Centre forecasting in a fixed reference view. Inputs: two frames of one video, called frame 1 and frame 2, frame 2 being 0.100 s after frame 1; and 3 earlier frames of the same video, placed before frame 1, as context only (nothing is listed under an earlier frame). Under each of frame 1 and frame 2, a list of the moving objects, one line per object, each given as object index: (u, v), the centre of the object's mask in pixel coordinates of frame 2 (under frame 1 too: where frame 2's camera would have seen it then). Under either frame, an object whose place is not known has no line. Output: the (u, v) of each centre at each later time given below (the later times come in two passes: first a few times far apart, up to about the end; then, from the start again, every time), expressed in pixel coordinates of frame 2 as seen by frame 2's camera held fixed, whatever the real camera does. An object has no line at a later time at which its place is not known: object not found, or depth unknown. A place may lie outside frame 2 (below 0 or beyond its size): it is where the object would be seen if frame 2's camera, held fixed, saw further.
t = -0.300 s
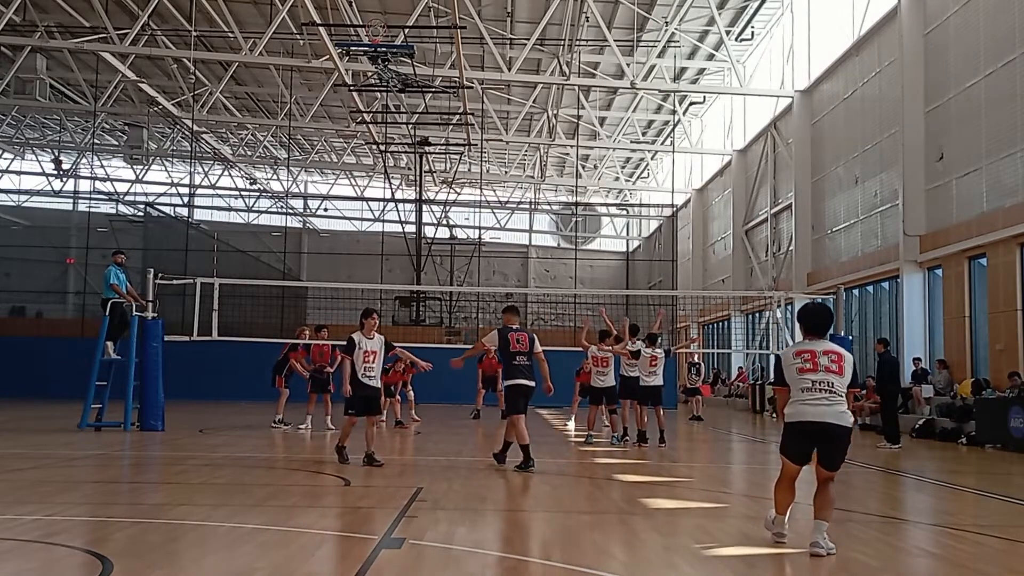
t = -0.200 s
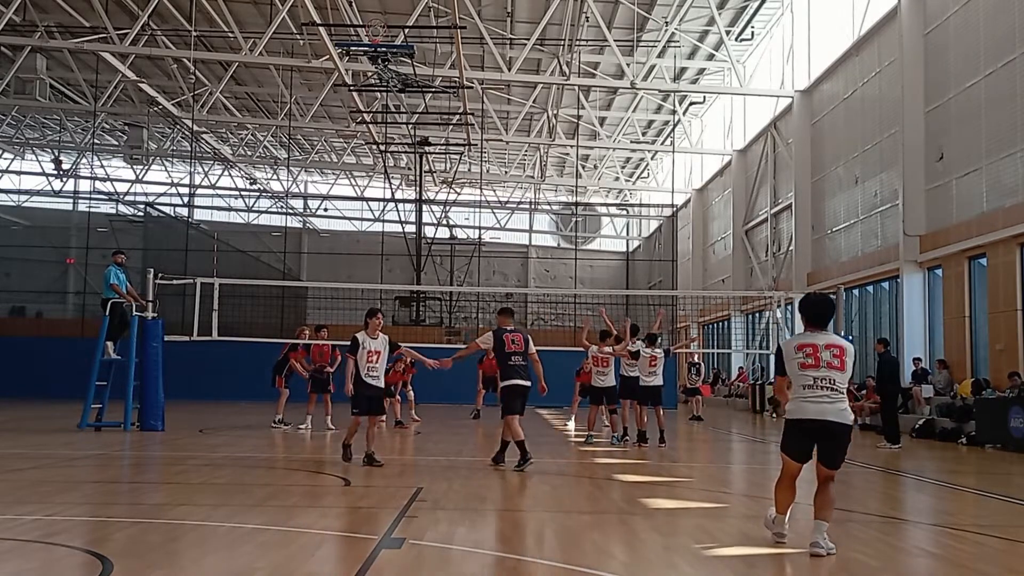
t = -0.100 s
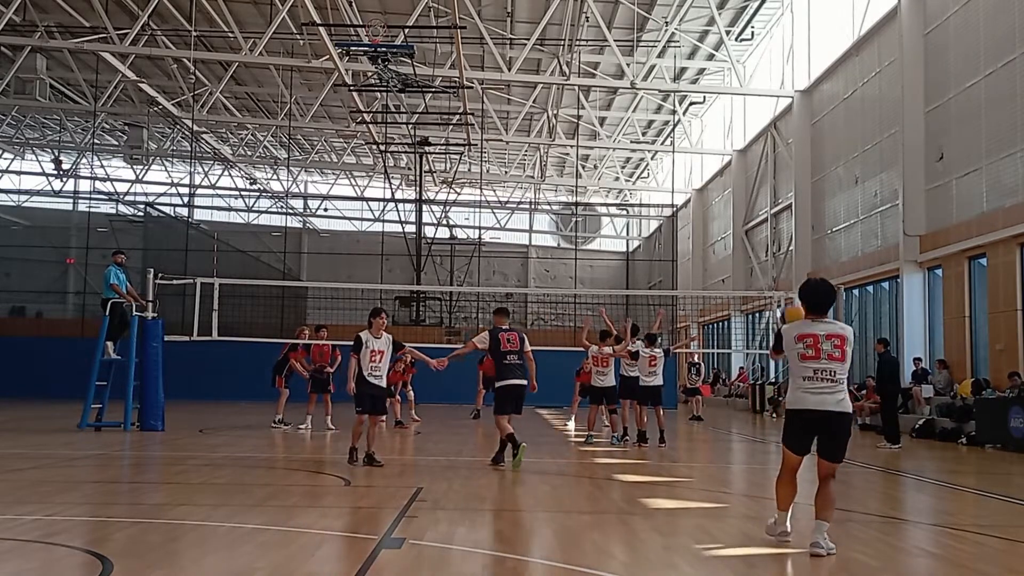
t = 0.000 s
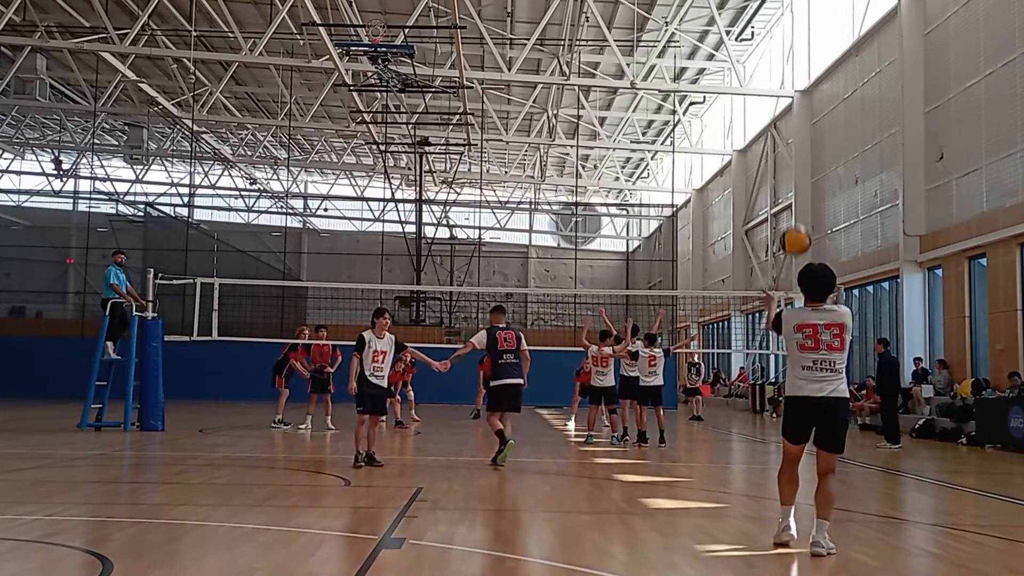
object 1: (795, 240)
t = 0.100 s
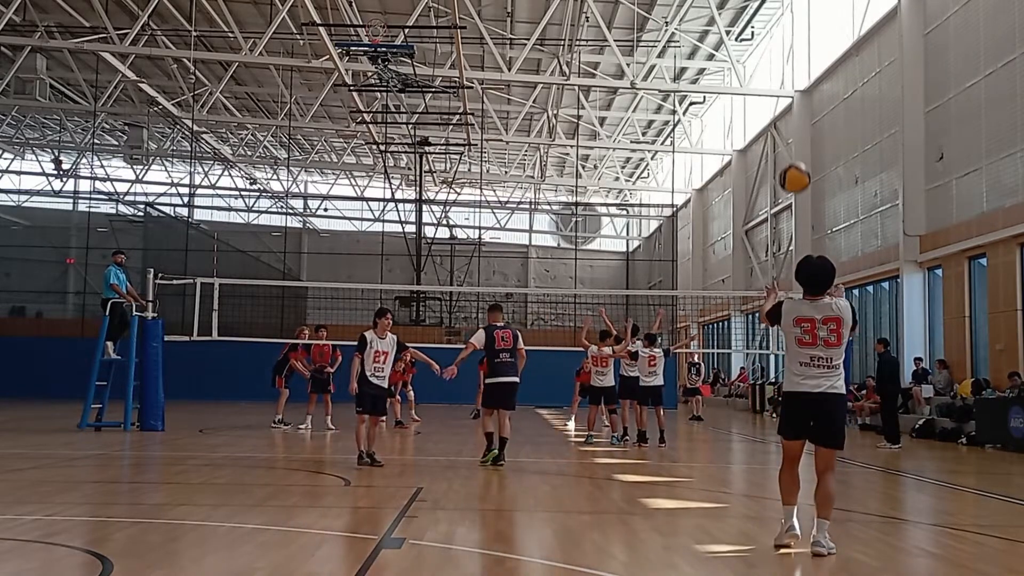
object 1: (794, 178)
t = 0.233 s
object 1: (793, 117)
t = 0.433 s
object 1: (793, 72)
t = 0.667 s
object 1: (791, 90)
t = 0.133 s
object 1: (794, 160)
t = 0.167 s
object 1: (794, 144)
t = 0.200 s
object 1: (793, 129)
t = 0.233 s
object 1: (793, 117)
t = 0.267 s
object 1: (793, 105)
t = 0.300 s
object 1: (793, 96)
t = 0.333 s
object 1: (793, 87)
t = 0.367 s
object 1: (793, 81)
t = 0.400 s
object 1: (793, 75)
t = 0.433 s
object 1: (793, 72)
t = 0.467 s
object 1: (792, 70)
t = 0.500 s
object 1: (792, 69)
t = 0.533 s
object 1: (792, 70)
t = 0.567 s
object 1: (792, 73)
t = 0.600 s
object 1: (792, 77)
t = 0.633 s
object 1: (792, 83)
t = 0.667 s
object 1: (791, 90)
